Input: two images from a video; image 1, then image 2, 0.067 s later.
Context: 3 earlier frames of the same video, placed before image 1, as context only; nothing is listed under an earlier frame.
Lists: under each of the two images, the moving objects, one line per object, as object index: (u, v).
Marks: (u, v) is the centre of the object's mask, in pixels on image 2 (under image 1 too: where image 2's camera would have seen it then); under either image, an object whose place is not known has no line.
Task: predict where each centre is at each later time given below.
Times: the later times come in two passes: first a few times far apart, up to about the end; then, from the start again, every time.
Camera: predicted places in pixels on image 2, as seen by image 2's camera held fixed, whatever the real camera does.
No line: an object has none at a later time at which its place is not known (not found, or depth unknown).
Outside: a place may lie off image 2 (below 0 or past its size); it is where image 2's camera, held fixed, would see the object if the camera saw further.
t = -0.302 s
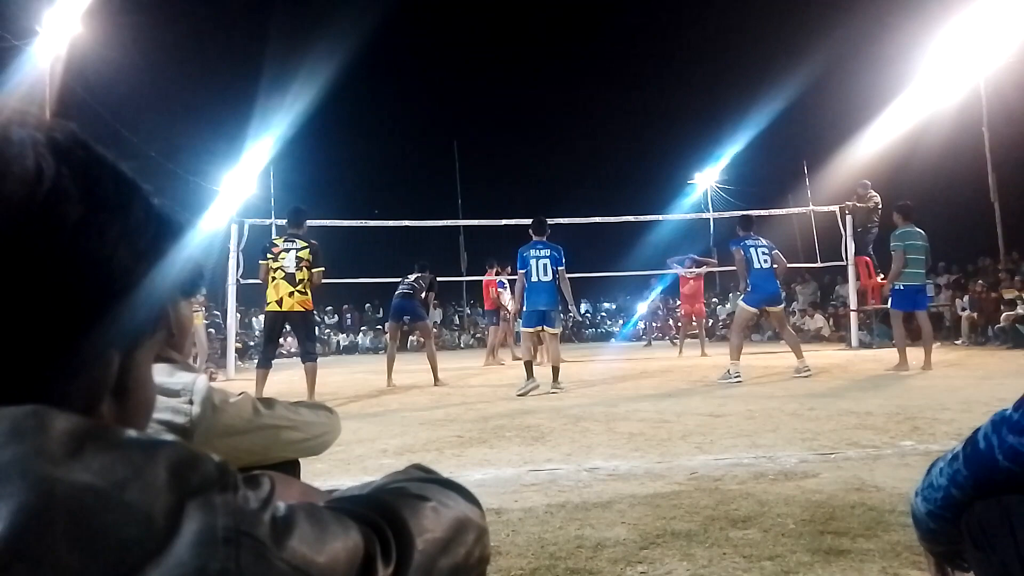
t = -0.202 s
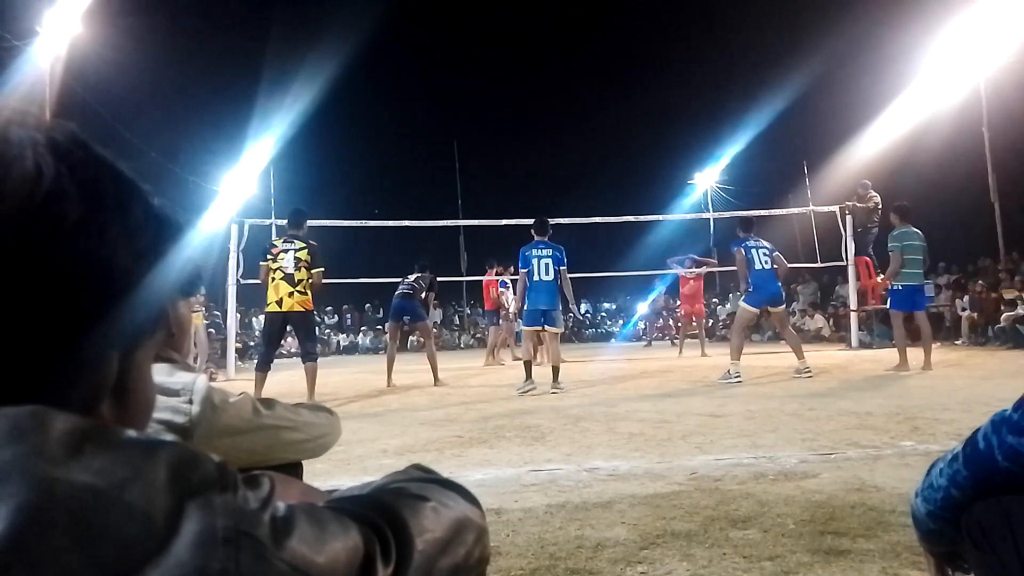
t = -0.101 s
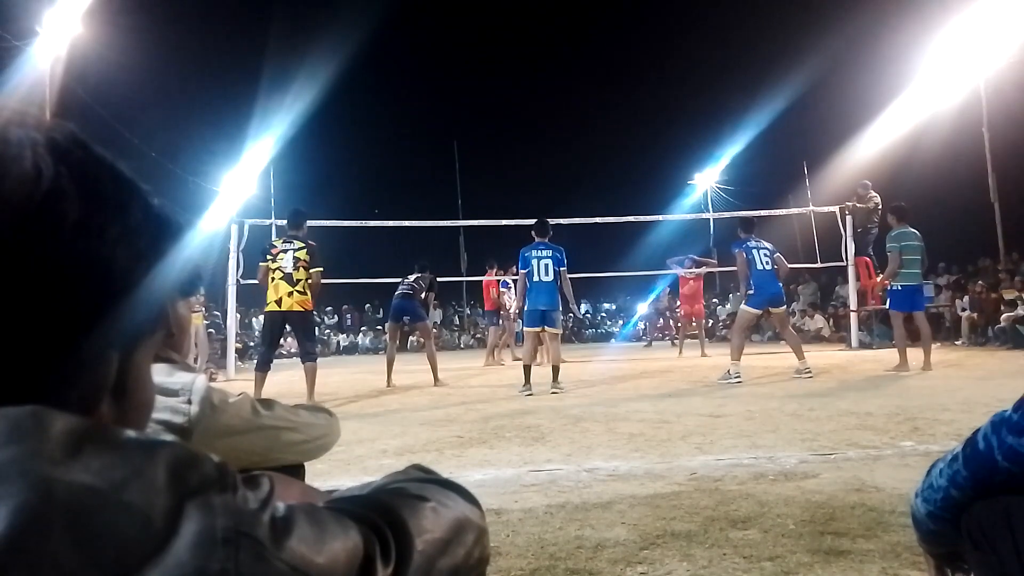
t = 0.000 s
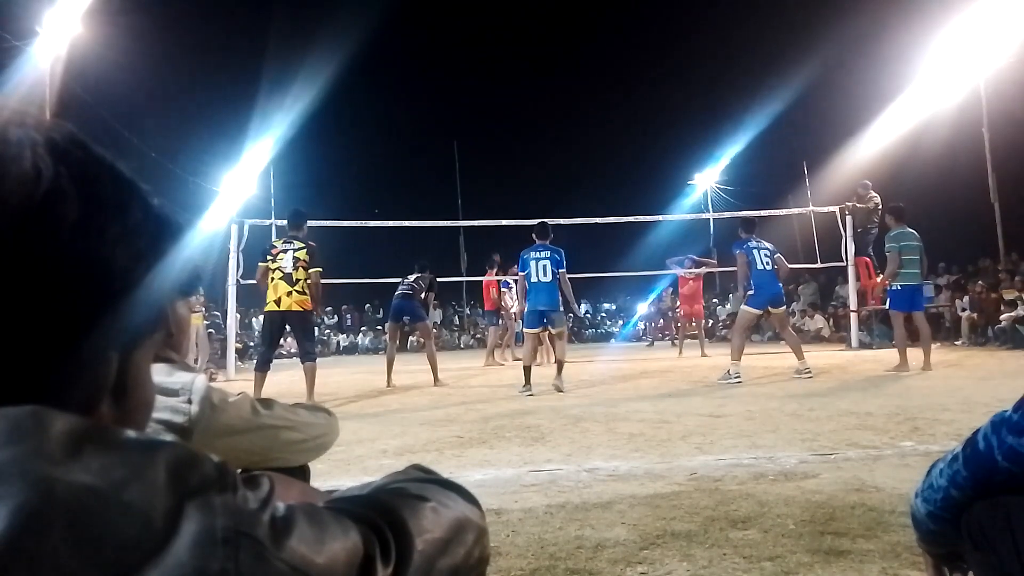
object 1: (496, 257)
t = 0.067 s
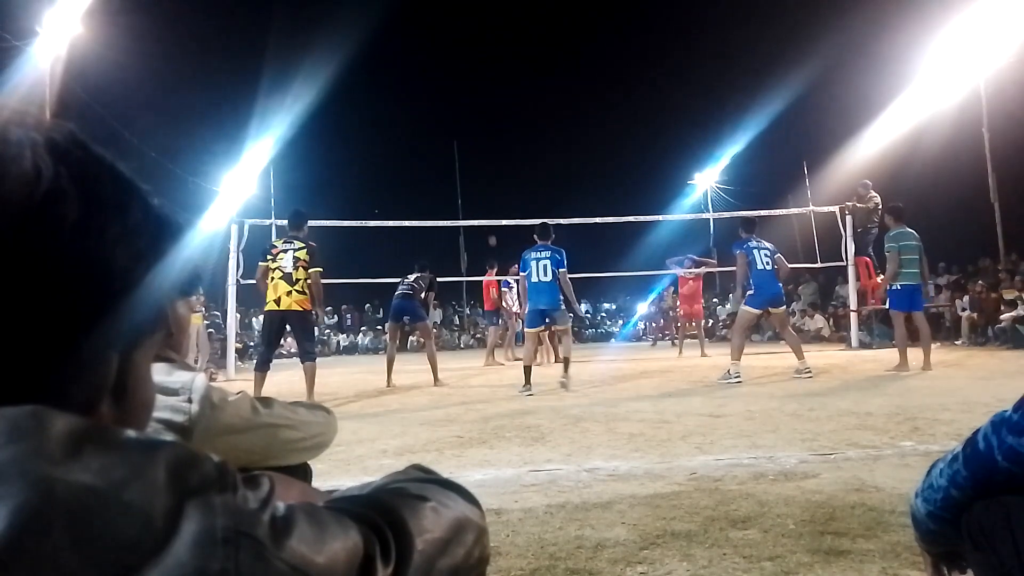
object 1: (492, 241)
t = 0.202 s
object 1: (484, 207)
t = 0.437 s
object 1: (471, 160)
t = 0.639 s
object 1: (458, 131)
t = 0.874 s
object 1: (441, 119)
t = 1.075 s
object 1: (427, 131)
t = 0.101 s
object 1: (490, 232)
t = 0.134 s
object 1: (489, 227)
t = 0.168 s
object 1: (486, 215)
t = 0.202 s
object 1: (484, 207)
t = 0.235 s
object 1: (482, 200)
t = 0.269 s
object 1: (480, 193)
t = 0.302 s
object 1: (478, 186)
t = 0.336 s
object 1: (476, 178)
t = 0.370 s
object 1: (475, 172)
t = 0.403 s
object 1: (473, 165)
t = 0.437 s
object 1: (471, 160)
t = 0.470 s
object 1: (469, 154)
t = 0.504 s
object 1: (467, 148)
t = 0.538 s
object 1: (464, 143)
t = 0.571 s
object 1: (462, 139)
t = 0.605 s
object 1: (460, 135)
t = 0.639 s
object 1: (458, 131)
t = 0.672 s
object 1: (456, 128)
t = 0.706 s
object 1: (453, 125)
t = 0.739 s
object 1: (451, 123)
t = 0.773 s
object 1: (448, 121)
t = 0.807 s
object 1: (446, 120)
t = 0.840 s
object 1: (444, 119)
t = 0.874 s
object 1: (441, 119)
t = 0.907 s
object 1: (439, 119)
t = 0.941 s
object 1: (436, 120)
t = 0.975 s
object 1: (434, 122)
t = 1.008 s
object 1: (432, 124)
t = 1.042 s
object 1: (429, 127)
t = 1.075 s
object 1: (427, 131)
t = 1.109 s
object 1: (425, 136)
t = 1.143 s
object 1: (422, 142)
